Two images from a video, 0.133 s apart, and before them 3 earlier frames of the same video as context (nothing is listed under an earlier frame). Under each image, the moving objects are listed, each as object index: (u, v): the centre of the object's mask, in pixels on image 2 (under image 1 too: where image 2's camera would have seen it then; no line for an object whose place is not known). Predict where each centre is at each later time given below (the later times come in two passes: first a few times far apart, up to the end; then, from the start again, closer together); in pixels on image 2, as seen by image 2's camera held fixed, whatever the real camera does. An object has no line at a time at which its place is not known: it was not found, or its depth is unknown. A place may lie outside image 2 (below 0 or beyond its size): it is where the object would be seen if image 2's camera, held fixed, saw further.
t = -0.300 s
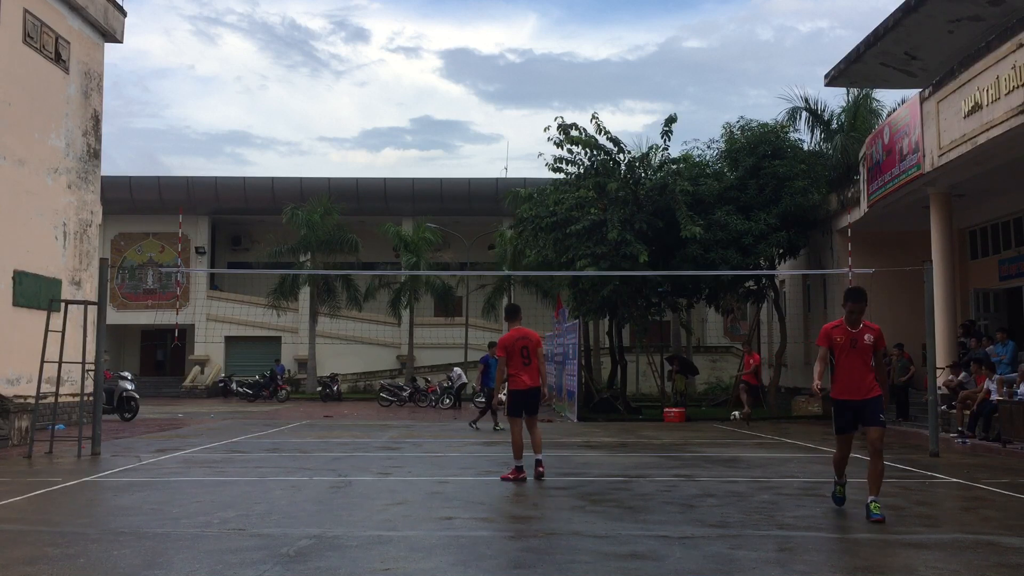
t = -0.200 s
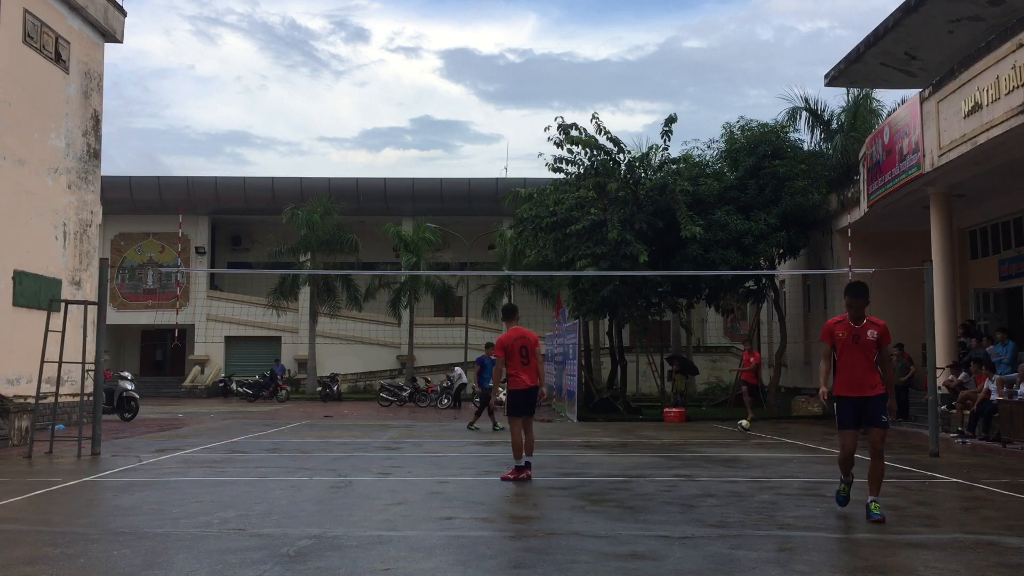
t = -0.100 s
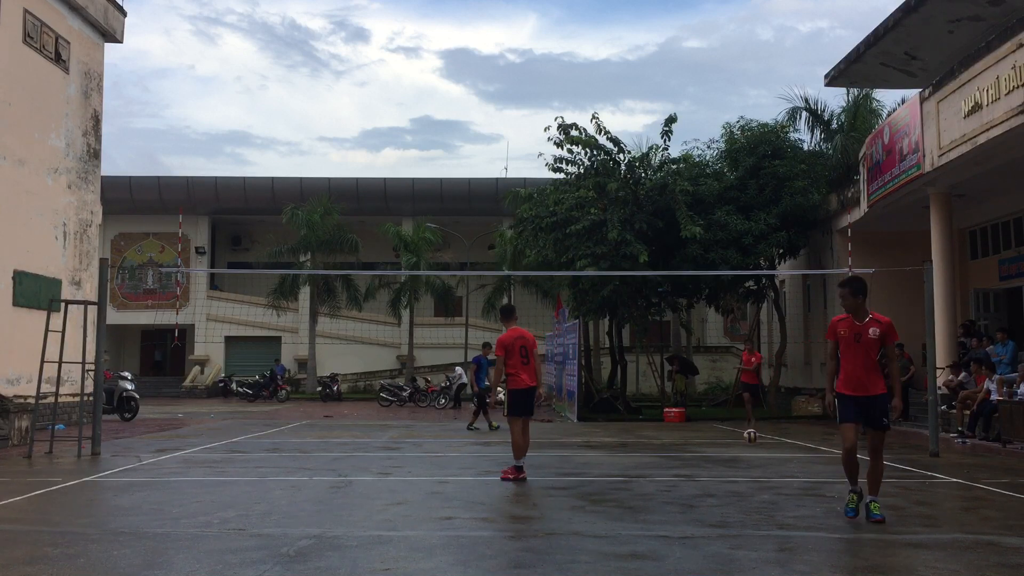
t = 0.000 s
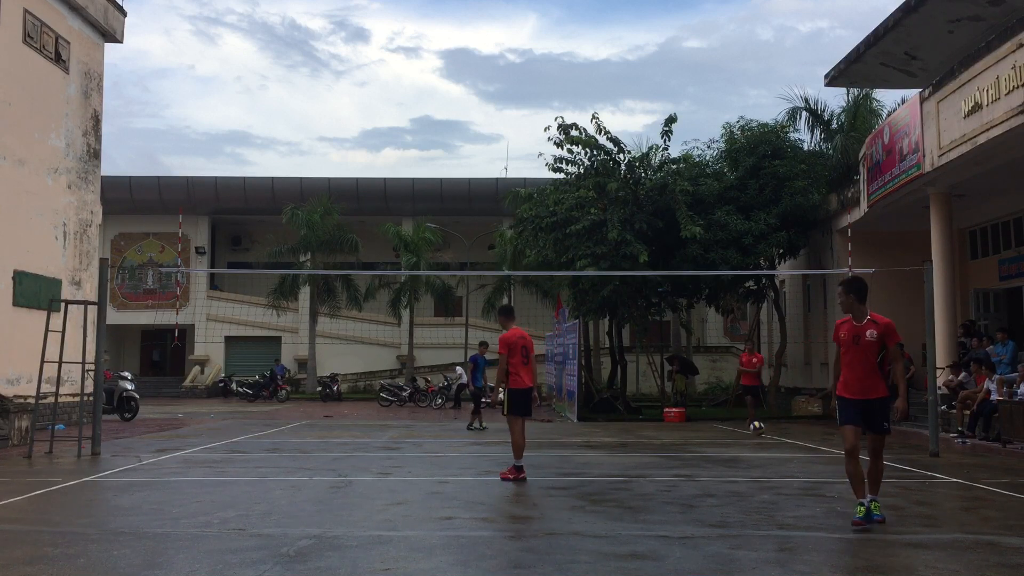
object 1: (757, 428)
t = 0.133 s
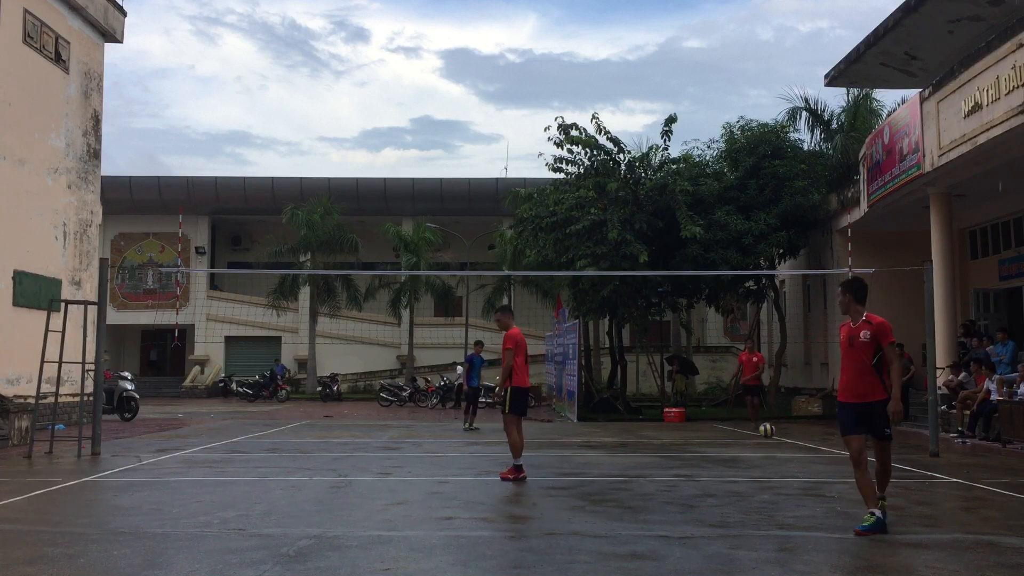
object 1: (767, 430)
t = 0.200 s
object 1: (773, 437)
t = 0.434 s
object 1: (795, 446)
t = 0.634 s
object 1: (821, 469)
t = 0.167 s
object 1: (770, 433)
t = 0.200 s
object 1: (773, 437)
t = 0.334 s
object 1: (785, 450)
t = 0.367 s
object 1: (788, 448)
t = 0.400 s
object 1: (792, 447)
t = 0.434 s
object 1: (795, 446)
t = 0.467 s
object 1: (799, 447)
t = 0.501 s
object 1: (803, 449)
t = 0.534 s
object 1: (807, 452)
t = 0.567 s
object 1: (811, 457)
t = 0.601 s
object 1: (816, 462)
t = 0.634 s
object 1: (821, 469)
